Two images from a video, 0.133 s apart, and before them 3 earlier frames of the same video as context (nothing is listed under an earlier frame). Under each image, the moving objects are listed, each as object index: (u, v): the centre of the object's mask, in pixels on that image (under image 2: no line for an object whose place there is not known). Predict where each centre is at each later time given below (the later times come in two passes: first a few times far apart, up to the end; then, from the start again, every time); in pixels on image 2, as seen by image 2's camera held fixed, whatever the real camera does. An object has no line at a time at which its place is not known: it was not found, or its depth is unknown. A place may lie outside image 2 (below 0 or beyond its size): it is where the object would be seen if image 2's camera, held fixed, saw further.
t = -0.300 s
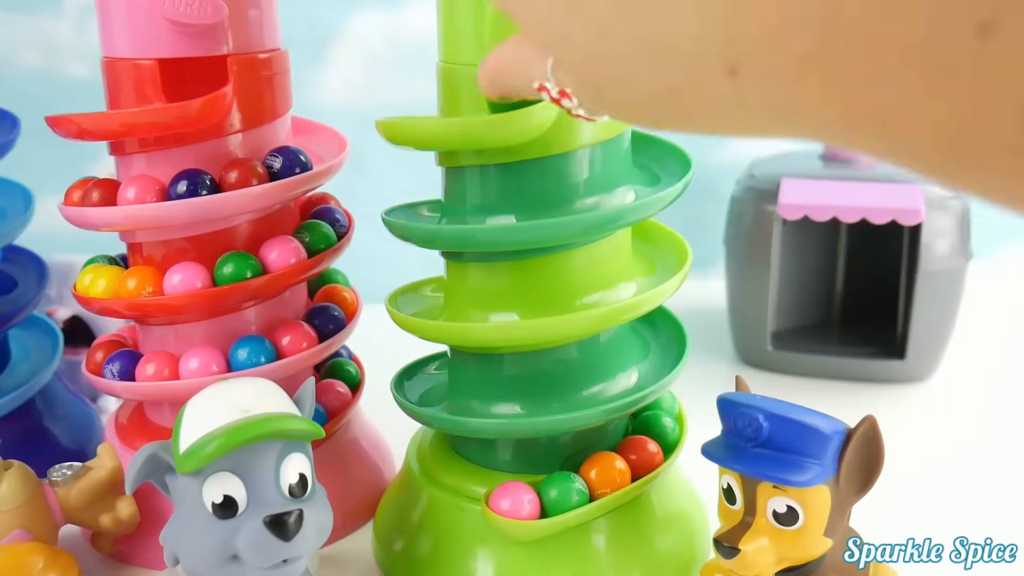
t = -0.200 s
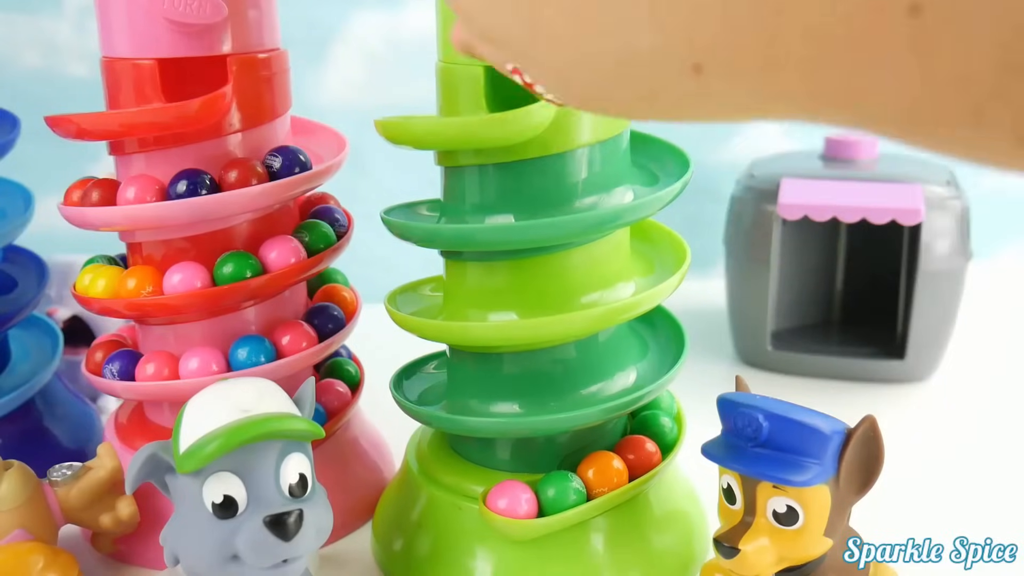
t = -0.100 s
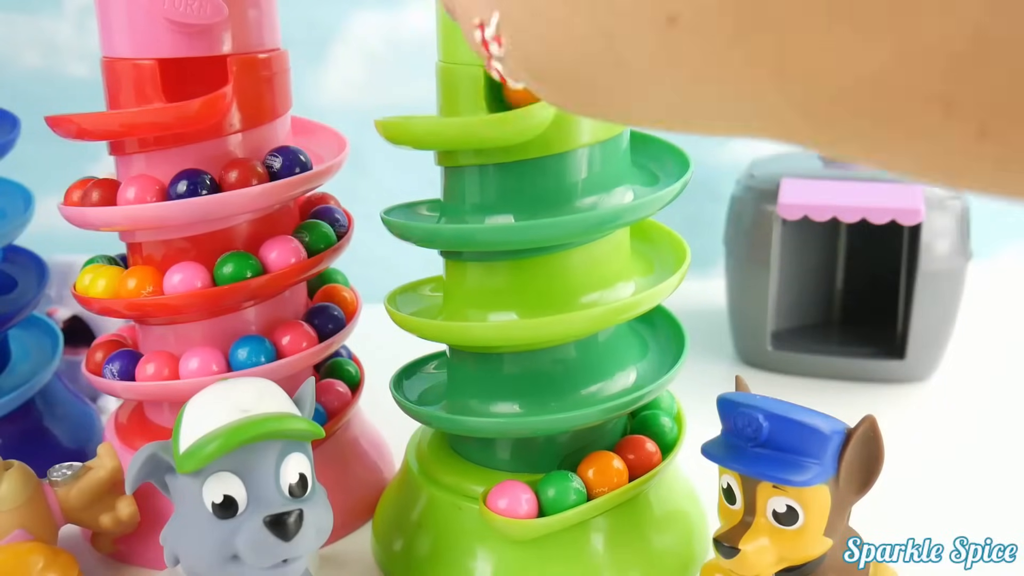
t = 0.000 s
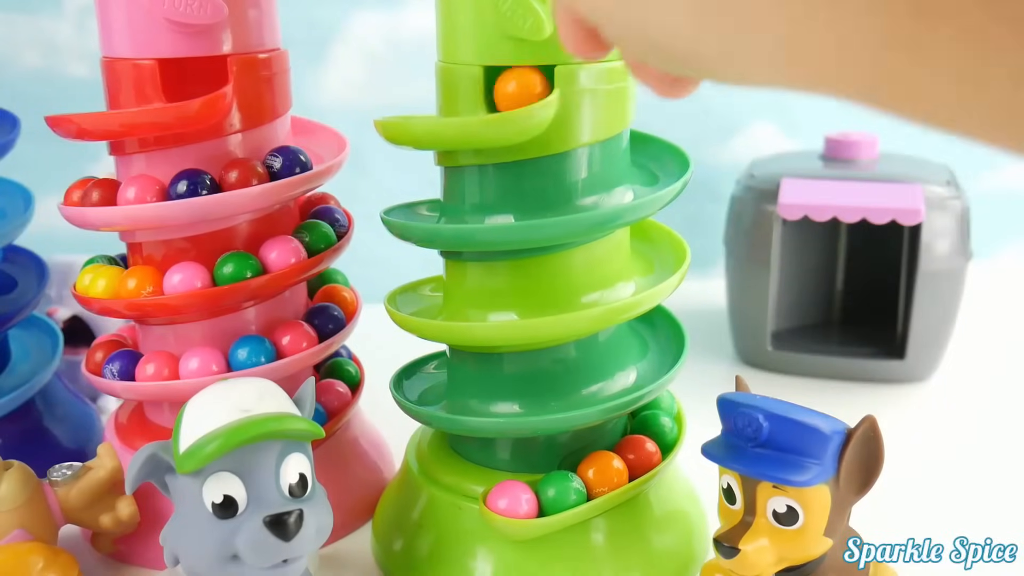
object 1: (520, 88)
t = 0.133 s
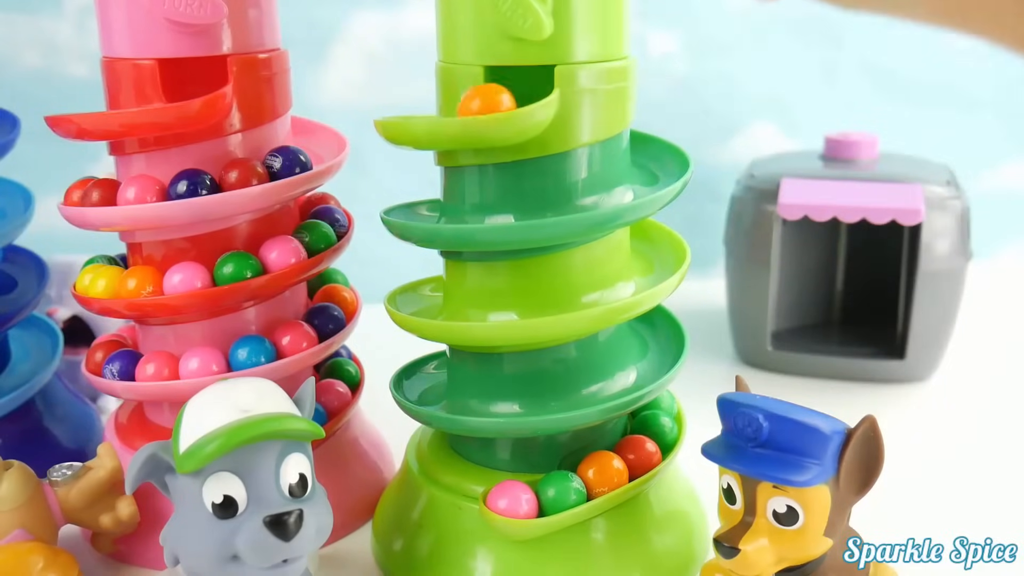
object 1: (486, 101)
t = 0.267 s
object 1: (427, 105)
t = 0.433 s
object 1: (420, 106)
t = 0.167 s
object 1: (473, 102)
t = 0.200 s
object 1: (459, 103)
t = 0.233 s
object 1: (442, 104)
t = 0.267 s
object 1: (427, 105)
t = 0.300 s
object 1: (415, 106)
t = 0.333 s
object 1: (407, 107)
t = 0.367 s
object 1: (406, 108)
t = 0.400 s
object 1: (411, 107)
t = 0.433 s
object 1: (420, 106)
